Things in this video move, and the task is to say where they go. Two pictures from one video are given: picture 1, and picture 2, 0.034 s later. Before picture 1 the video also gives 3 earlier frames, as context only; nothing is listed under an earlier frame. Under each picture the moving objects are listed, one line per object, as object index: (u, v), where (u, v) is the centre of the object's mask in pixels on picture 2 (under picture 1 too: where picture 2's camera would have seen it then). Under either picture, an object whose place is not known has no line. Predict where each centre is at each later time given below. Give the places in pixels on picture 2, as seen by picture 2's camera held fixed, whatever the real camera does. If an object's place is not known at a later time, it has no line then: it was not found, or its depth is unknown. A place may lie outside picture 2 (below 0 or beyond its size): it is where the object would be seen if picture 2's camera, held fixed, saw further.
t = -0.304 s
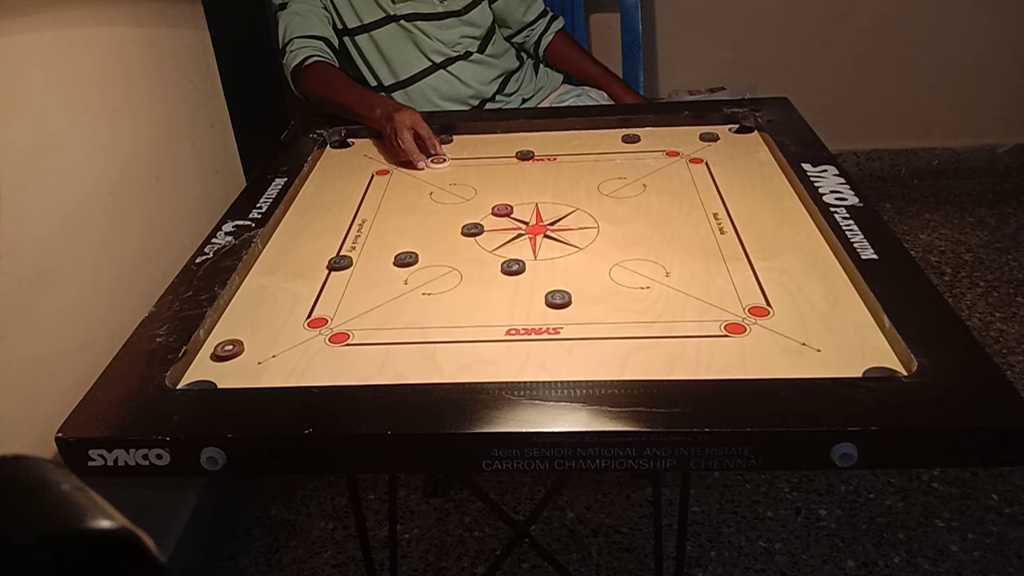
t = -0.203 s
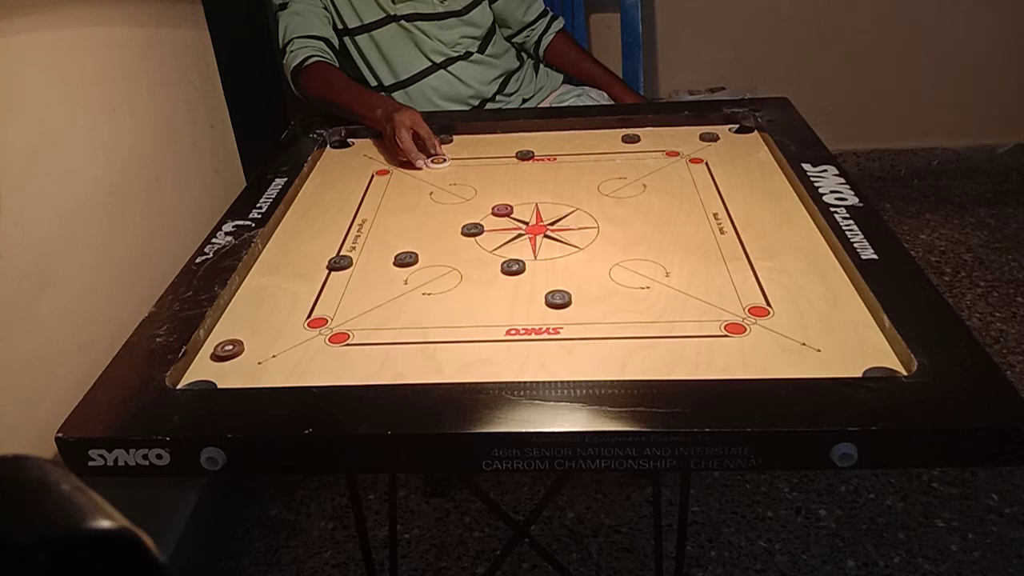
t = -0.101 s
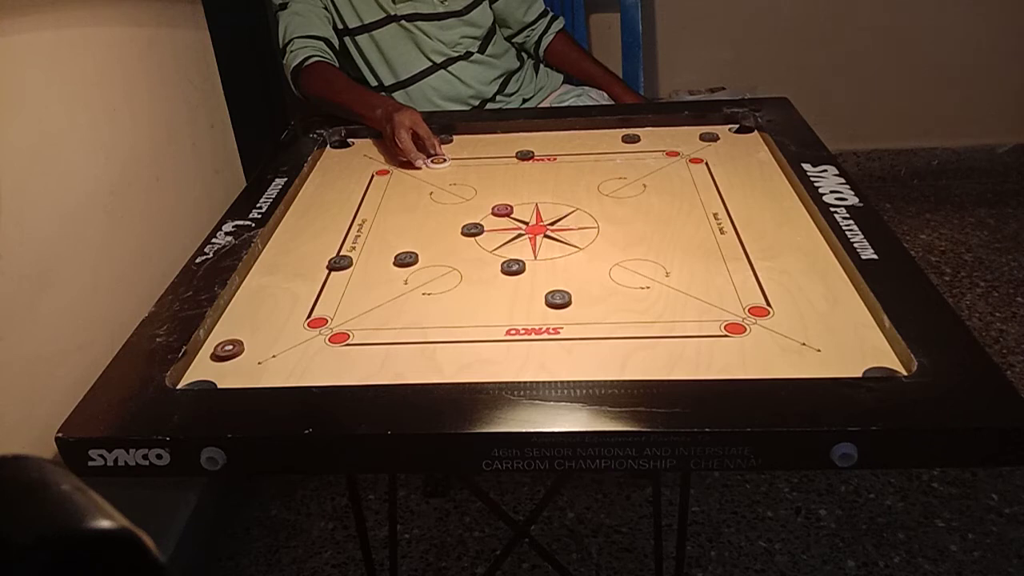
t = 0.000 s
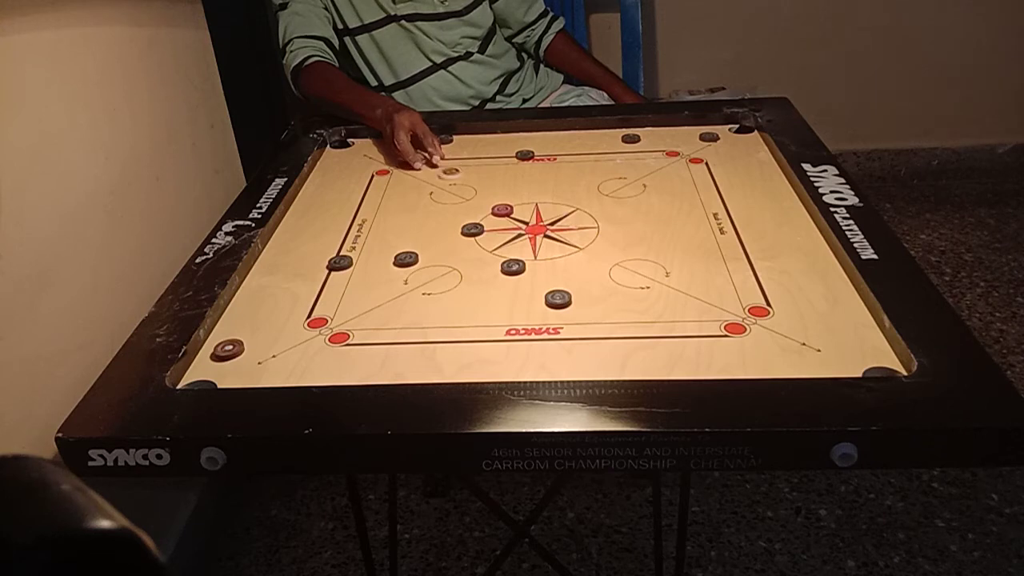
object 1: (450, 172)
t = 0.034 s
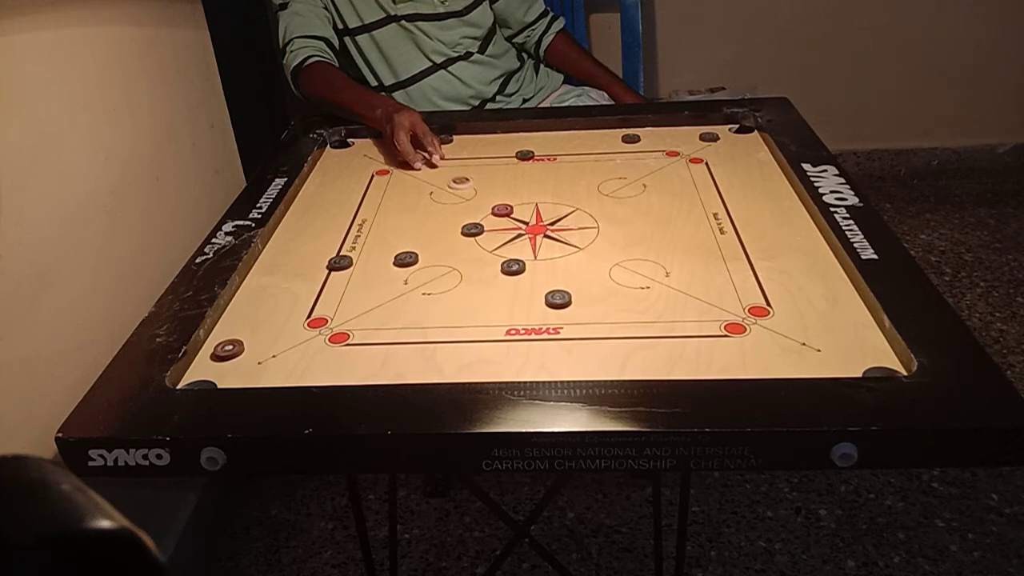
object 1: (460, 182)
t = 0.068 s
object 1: (470, 191)
